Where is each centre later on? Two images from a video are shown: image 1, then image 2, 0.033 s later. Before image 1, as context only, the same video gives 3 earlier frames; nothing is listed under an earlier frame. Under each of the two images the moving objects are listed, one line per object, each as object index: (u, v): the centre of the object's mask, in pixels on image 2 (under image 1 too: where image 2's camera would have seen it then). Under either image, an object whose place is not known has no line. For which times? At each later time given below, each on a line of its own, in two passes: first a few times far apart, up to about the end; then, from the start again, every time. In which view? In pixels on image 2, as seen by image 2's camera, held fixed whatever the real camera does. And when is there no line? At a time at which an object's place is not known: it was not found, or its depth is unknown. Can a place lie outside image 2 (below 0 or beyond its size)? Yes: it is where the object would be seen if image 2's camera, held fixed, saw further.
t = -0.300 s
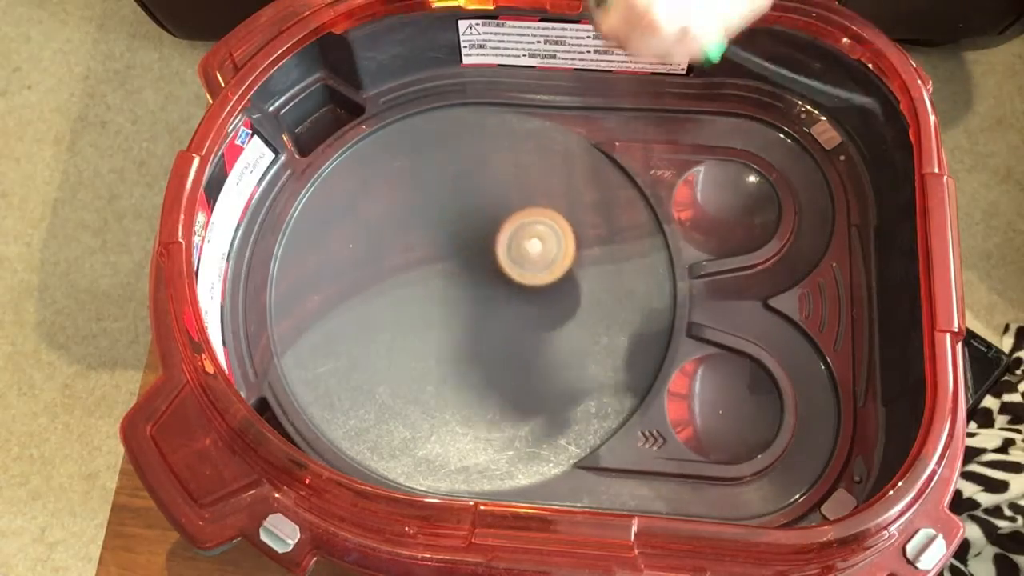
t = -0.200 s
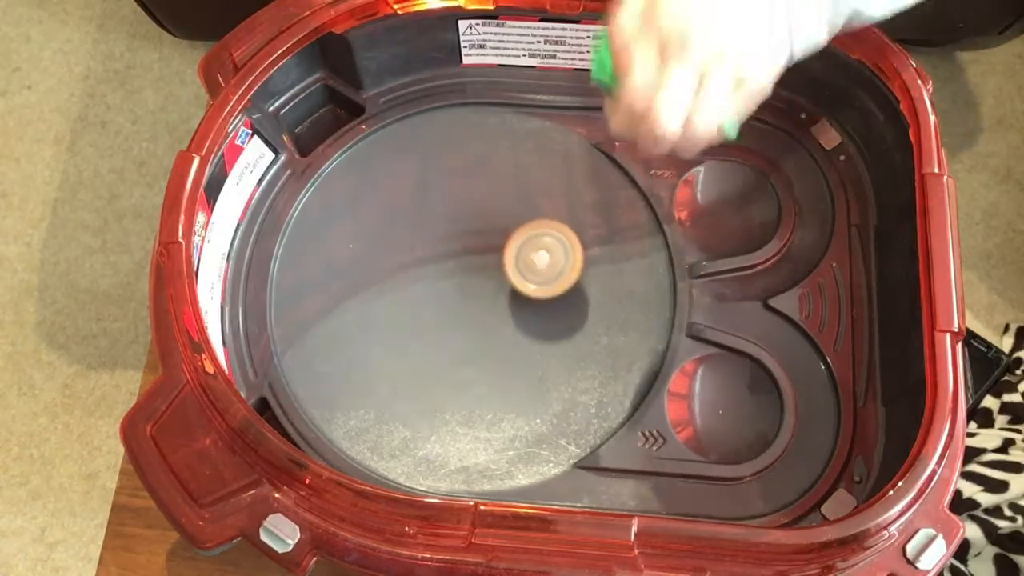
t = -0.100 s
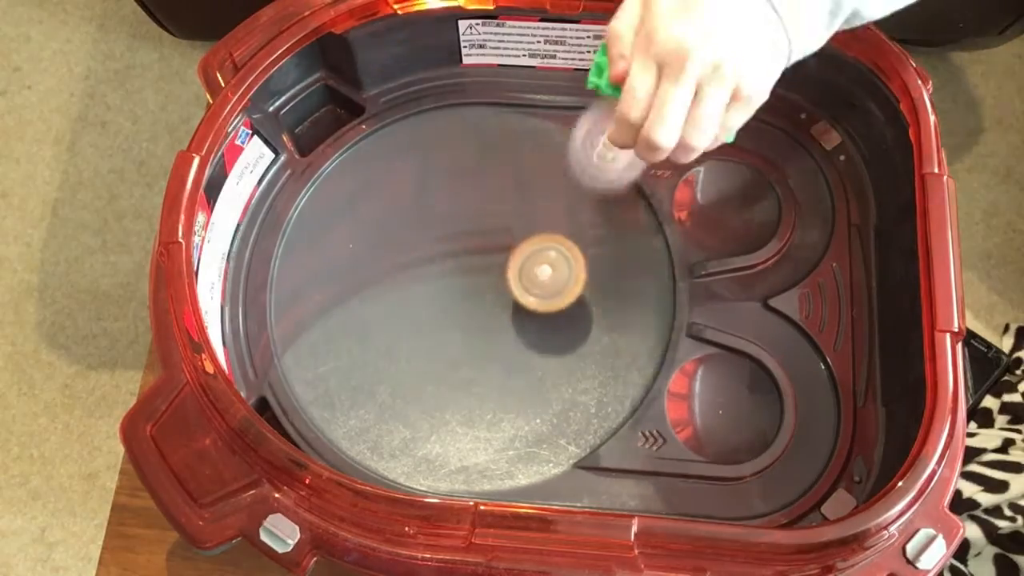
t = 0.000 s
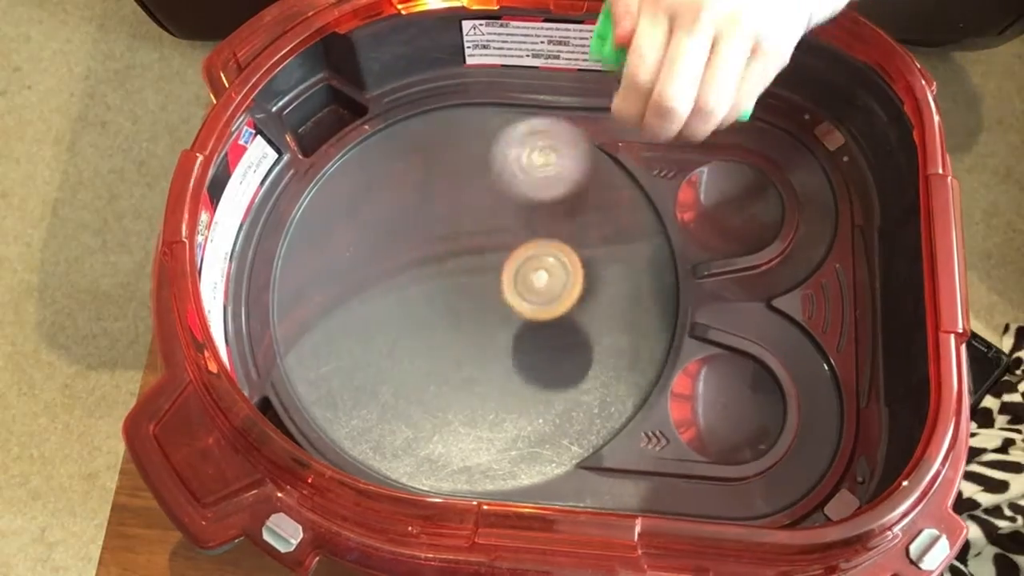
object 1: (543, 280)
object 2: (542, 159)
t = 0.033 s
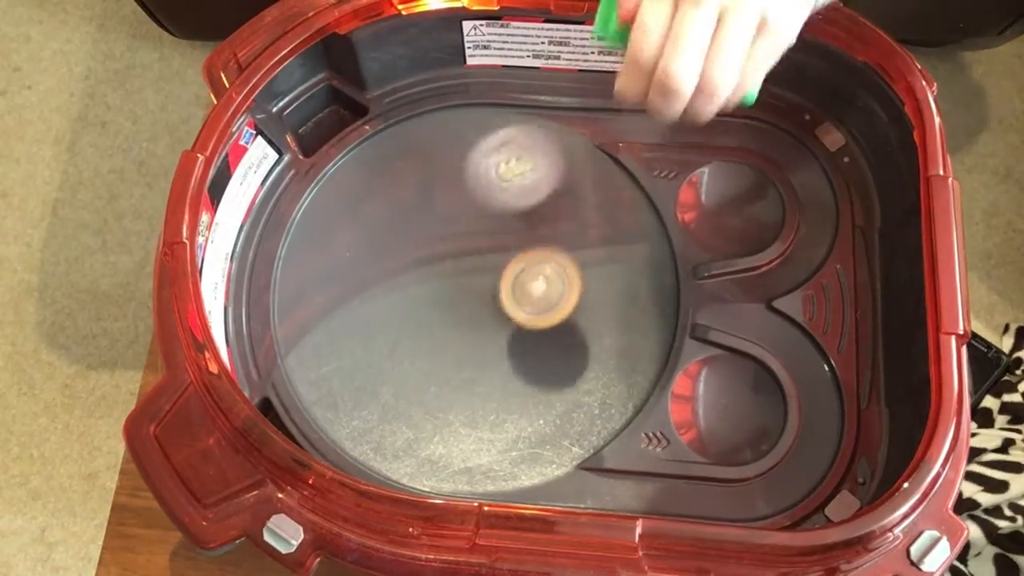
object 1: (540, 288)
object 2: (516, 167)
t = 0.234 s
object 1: (505, 321)
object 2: (404, 274)
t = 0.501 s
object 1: (533, 350)
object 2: (360, 388)
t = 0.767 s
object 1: (529, 332)
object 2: (436, 367)
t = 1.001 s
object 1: (655, 227)
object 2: (283, 365)
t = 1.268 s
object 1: (573, 201)
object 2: (388, 295)
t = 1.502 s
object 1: (631, 177)
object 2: (376, 311)
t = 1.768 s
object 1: (571, 280)
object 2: (332, 336)
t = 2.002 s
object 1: (517, 360)
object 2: (478, 272)
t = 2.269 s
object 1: (489, 419)
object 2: (561, 189)
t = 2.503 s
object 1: (454, 397)
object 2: (523, 202)
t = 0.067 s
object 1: (536, 298)
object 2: (489, 185)
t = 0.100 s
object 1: (529, 303)
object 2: (467, 207)
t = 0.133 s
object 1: (522, 307)
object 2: (447, 223)
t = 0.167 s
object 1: (515, 311)
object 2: (430, 239)
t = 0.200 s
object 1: (509, 315)
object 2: (415, 258)
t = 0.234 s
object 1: (505, 321)
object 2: (404, 274)
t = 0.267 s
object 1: (502, 327)
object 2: (398, 291)
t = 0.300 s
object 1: (498, 332)
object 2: (394, 310)
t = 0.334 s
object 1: (494, 338)
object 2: (394, 327)
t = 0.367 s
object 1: (490, 342)
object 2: (398, 342)
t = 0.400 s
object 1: (491, 346)
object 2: (402, 356)
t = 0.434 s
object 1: (508, 349)
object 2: (385, 370)
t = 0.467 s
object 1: (523, 350)
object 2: (372, 380)
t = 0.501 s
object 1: (533, 350)
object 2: (360, 388)
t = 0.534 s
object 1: (540, 350)
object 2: (355, 391)
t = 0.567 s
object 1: (542, 348)
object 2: (355, 396)
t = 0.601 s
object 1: (543, 346)
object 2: (358, 396)
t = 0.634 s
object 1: (542, 344)
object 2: (367, 391)
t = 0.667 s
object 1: (540, 342)
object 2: (382, 388)
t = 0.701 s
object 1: (537, 339)
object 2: (397, 386)
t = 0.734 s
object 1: (532, 335)
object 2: (414, 375)
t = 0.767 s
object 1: (529, 332)
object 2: (436, 367)
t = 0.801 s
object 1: (539, 325)
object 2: (445, 364)
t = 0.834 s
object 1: (580, 307)
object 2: (411, 366)
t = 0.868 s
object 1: (621, 286)
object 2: (377, 368)
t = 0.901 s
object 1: (651, 267)
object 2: (345, 371)
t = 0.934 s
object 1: (671, 250)
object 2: (320, 368)
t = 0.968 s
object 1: (667, 237)
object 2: (300, 367)
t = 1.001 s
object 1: (655, 227)
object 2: (283, 365)
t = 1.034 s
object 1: (642, 217)
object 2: (275, 361)
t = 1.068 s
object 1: (629, 209)
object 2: (277, 354)
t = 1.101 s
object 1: (618, 203)
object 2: (286, 344)
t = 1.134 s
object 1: (608, 200)
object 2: (299, 332)
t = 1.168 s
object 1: (599, 198)
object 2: (318, 325)
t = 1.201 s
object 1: (590, 198)
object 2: (338, 315)
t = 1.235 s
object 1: (582, 199)
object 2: (362, 305)
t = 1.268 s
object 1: (573, 201)
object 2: (388, 295)
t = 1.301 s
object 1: (566, 204)
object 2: (414, 286)
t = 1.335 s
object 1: (559, 208)
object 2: (441, 277)
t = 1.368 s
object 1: (551, 211)
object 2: (467, 268)
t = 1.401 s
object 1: (568, 205)
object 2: (473, 268)
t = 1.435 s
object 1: (617, 177)
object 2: (441, 282)
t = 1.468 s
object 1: (632, 171)
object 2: (407, 297)
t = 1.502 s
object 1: (631, 177)
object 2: (376, 311)
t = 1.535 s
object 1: (629, 192)
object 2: (349, 320)
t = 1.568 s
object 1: (624, 204)
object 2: (324, 332)
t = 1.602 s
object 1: (617, 216)
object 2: (302, 341)
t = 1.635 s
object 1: (609, 228)
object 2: (287, 345)
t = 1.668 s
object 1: (600, 241)
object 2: (293, 341)
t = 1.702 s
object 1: (590, 254)
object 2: (303, 344)
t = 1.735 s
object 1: (580, 267)
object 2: (317, 342)
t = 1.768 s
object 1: (571, 280)
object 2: (332, 336)
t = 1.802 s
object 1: (561, 293)
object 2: (352, 334)
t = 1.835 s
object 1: (552, 305)
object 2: (374, 329)
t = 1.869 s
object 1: (544, 317)
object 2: (396, 319)
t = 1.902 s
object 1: (536, 328)
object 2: (417, 309)
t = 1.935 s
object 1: (530, 339)
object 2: (438, 298)
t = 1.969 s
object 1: (523, 350)
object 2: (460, 285)
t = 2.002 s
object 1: (517, 360)
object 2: (478, 272)
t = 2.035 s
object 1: (512, 369)
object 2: (496, 259)
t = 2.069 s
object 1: (508, 377)
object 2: (512, 246)
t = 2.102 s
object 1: (505, 386)
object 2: (525, 233)
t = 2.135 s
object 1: (501, 394)
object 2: (538, 224)
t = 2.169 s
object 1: (498, 401)
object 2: (547, 212)
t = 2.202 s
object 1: (495, 408)
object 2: (554, 203)
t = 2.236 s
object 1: (492, 414)
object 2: (559, 196)
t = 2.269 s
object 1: (489, 419)
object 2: (561, 189)
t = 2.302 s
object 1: (486, 424)
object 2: (561, 187)
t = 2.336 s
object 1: (480, 424)
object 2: (558, 183)
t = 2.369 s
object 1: (474, 421)
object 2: (554, 185)
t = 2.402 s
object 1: (468, 418)
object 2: (547, 186)
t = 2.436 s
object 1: (462, 412)
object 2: (539, 191)
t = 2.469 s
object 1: (458, 405)
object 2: (532, 194)
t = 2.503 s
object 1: (454, 397)
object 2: (523, 202)
